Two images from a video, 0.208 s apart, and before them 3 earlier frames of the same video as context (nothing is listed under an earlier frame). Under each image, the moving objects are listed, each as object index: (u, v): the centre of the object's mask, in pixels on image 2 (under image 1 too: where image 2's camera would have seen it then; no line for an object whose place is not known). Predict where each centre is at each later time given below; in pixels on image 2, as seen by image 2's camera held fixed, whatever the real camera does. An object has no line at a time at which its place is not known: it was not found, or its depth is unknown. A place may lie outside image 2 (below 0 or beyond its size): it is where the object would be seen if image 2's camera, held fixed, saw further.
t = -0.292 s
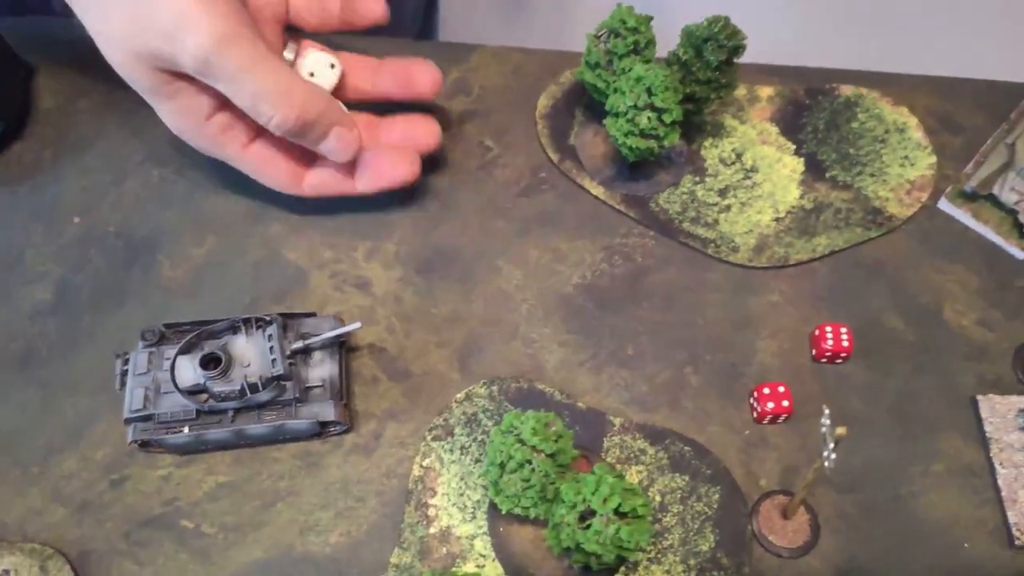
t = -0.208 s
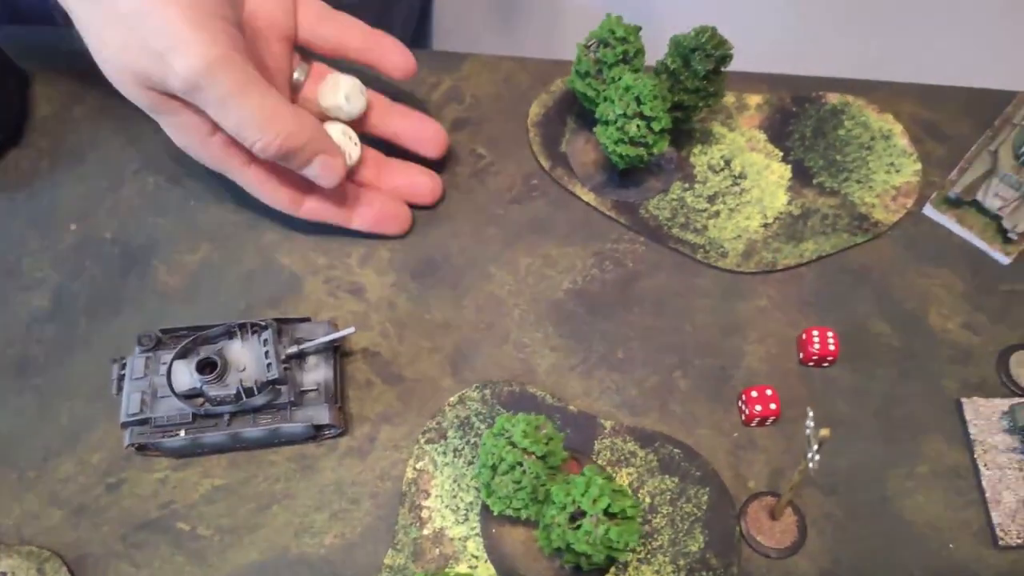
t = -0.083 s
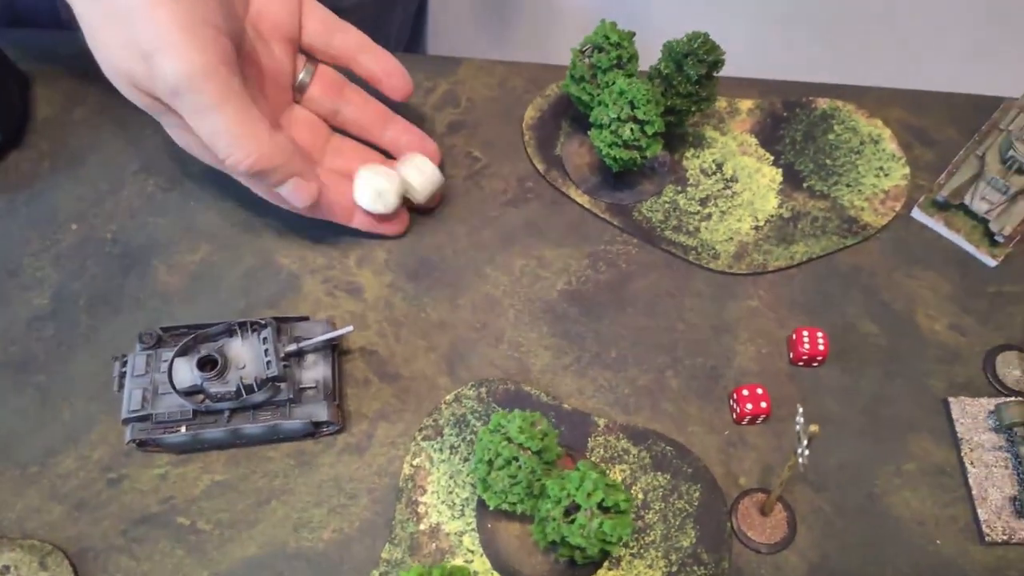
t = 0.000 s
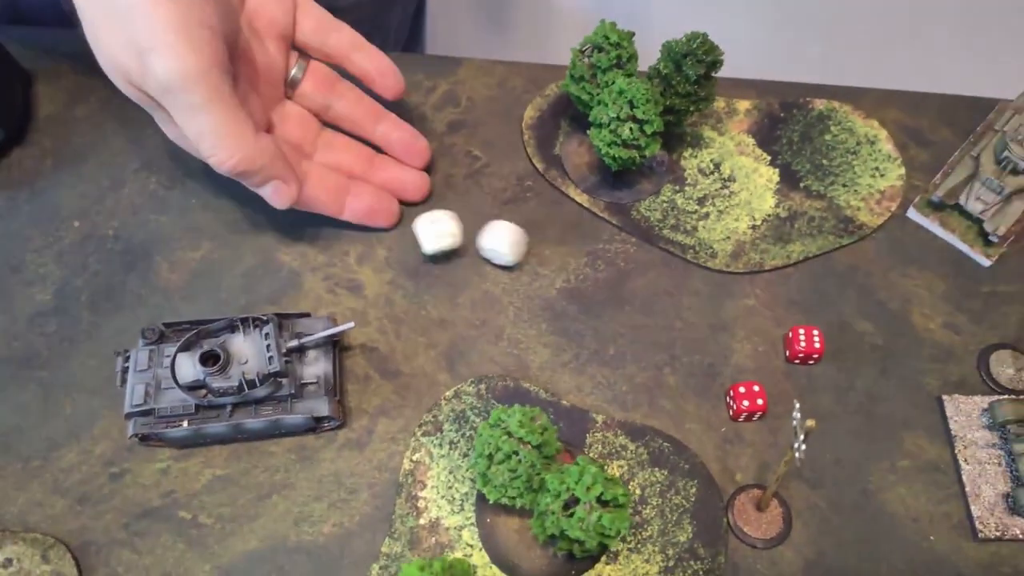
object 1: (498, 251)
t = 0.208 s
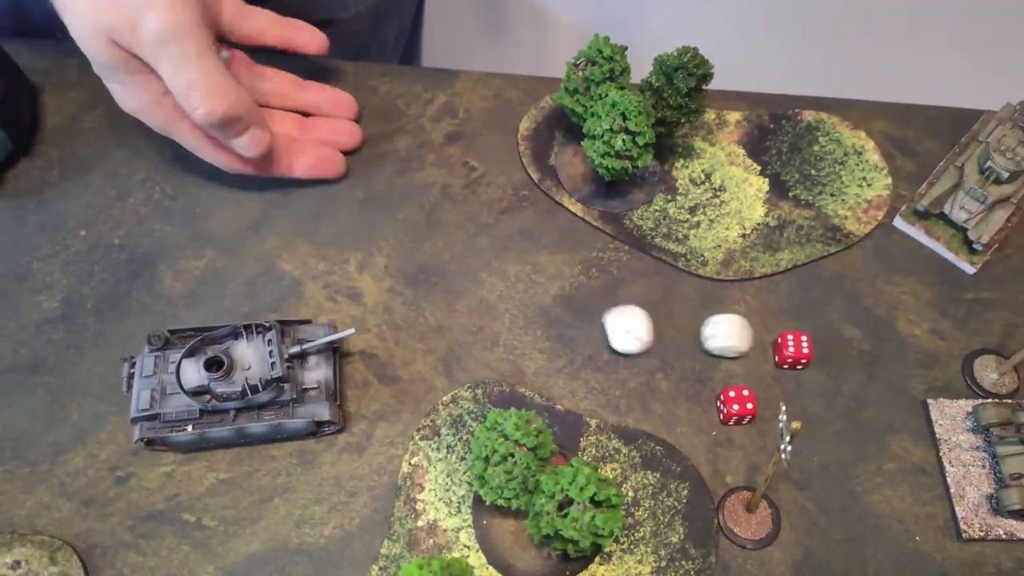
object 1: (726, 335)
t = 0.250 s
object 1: (756, 335)
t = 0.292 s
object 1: (772, 331)
